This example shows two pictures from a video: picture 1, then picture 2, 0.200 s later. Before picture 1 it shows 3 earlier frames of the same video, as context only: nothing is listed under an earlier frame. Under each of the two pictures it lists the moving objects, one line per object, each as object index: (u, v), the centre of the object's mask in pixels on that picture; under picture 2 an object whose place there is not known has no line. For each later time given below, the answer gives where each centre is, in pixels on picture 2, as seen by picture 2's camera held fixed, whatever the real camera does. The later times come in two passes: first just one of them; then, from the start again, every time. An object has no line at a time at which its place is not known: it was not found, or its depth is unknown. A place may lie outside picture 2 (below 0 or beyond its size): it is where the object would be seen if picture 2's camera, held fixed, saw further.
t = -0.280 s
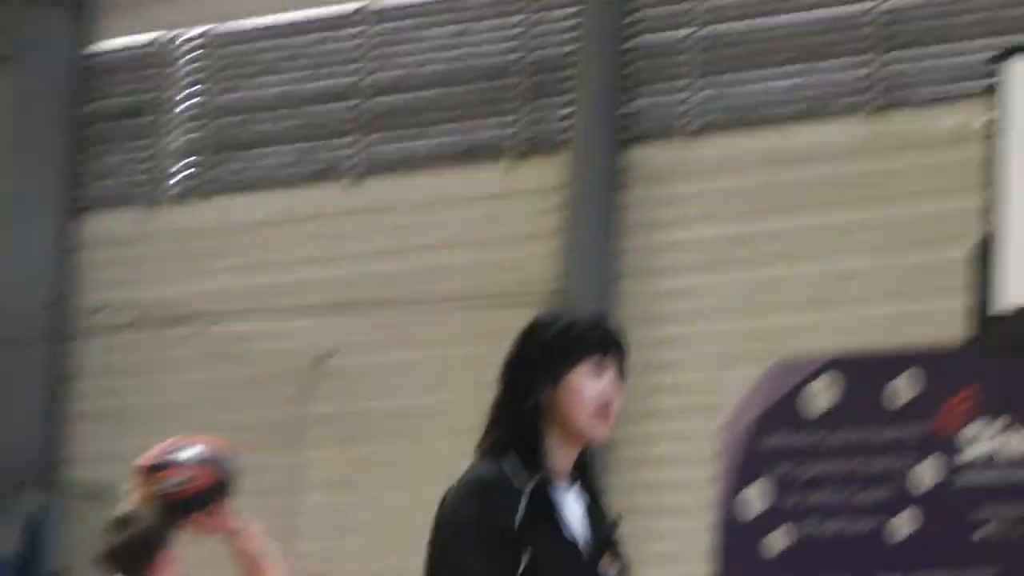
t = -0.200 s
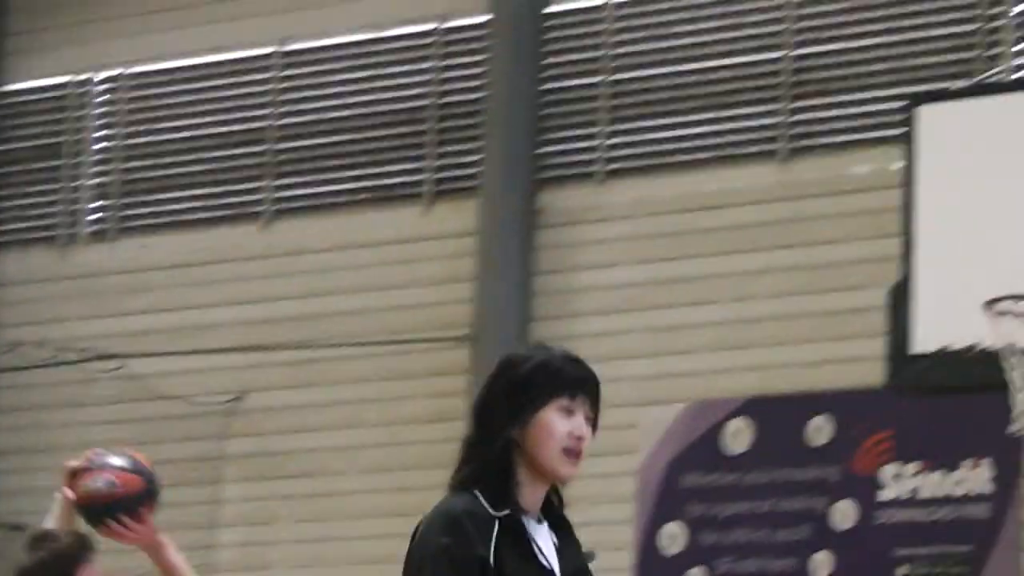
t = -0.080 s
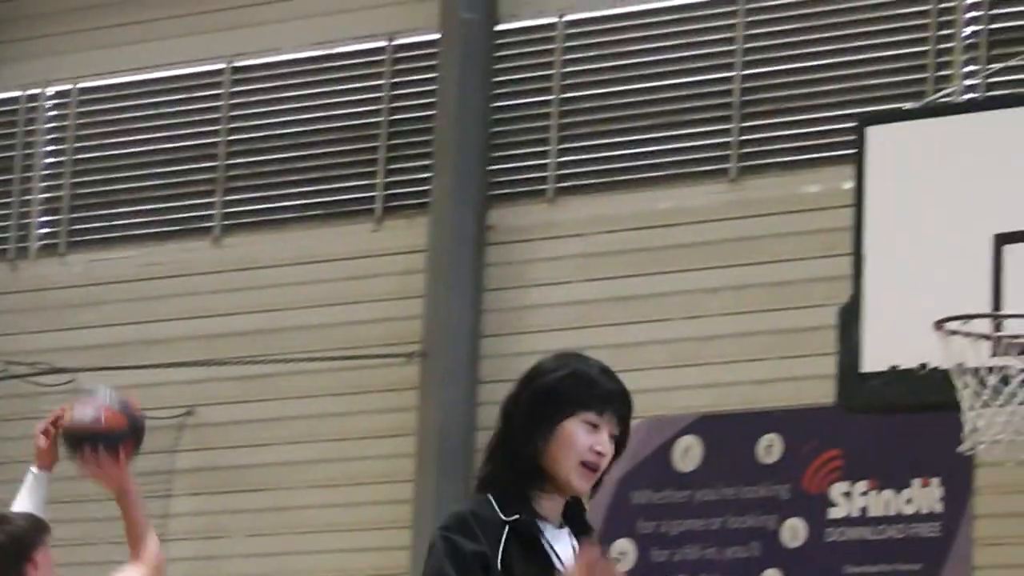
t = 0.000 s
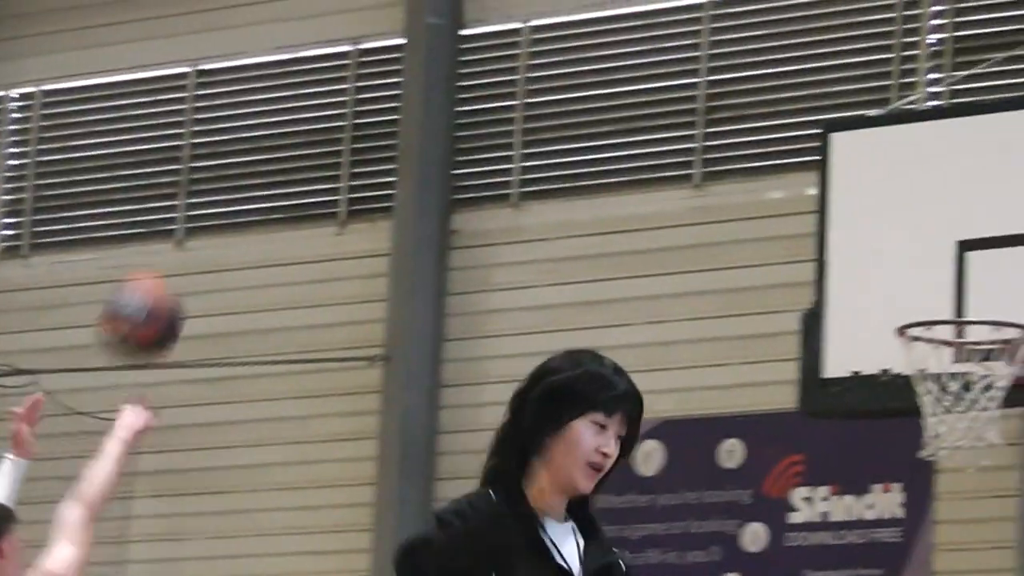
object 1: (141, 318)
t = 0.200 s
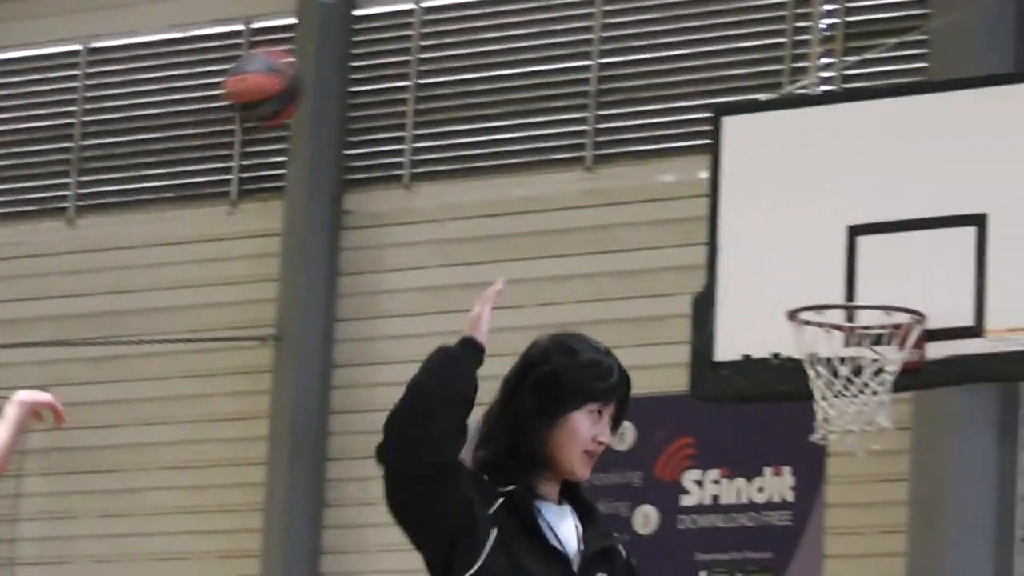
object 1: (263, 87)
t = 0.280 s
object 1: (347, 41)
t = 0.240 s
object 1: (304, 60)
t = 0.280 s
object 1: (347, 41)
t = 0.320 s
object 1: (387, 34)
